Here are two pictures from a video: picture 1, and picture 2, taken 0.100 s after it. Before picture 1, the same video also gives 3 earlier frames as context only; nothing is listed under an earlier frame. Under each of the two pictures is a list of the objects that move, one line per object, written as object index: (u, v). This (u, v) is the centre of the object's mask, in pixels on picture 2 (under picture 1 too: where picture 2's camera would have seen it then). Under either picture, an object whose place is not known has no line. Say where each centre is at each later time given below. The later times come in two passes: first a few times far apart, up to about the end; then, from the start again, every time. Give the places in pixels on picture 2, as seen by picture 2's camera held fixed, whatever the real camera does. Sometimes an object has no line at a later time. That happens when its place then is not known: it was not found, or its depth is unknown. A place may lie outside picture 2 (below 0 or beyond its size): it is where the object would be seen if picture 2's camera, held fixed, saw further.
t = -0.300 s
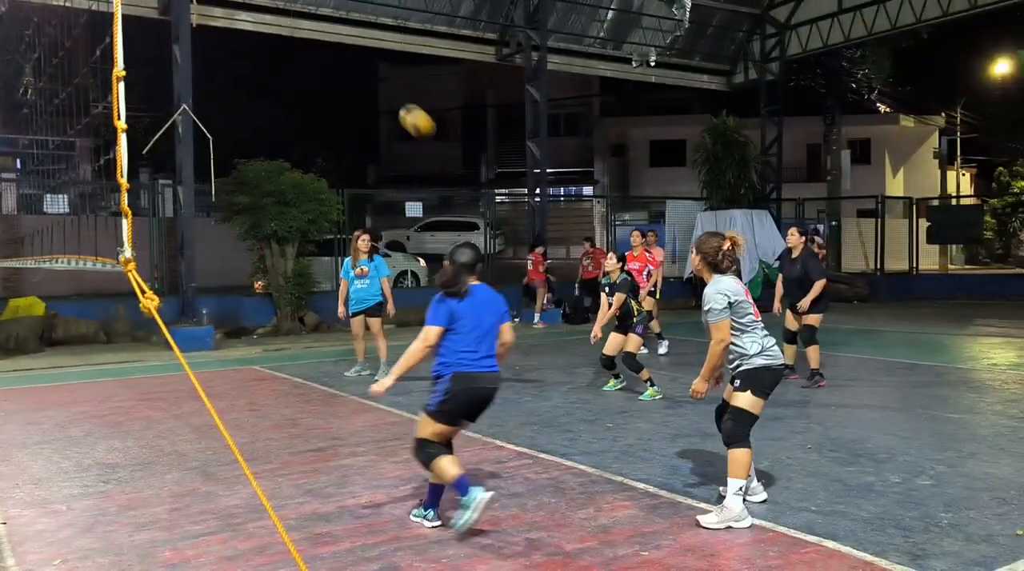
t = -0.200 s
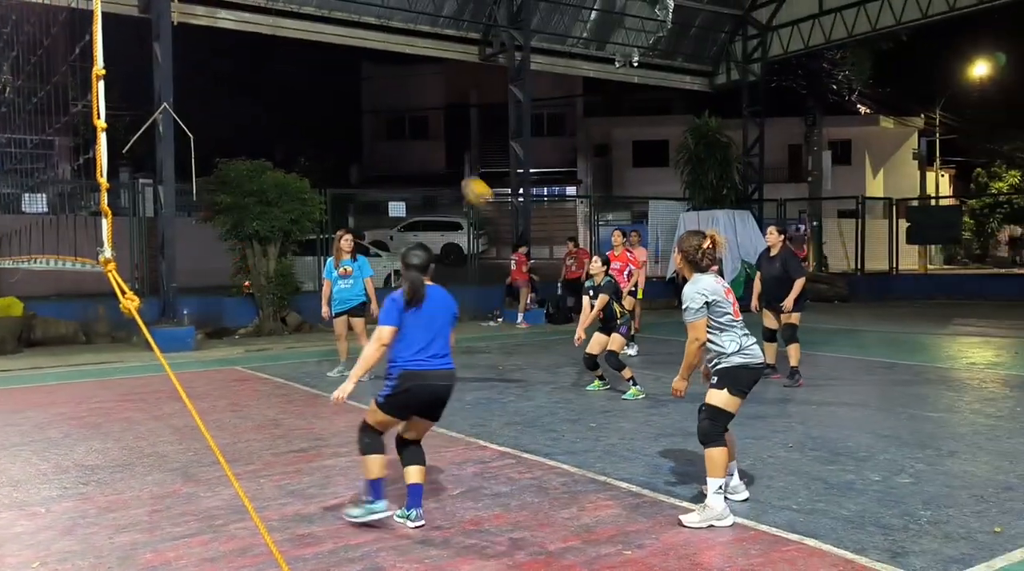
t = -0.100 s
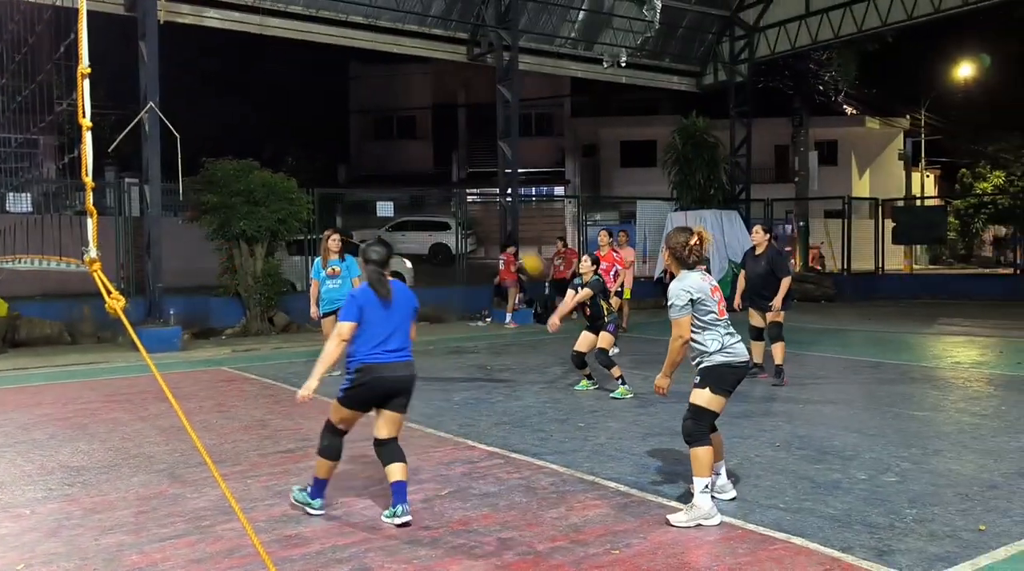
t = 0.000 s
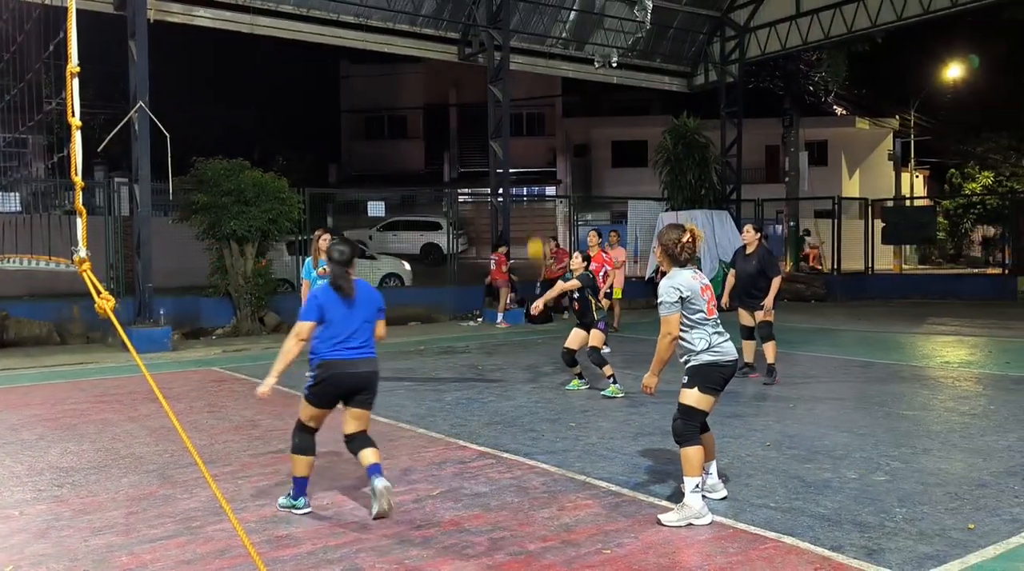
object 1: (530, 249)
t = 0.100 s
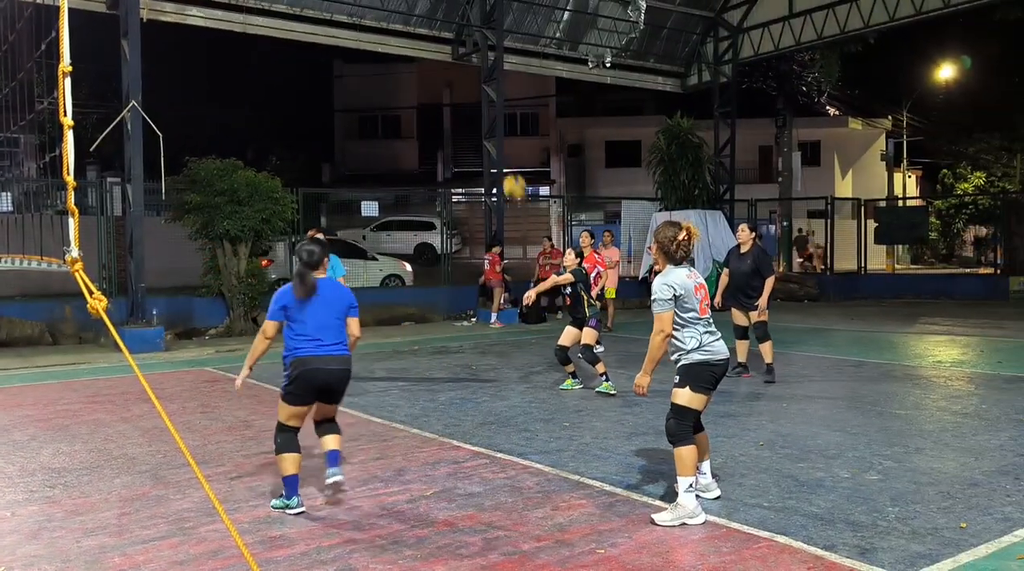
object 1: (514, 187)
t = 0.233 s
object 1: (491, 117)
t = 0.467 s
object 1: (451, 40)
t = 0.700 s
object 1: (410, 21)
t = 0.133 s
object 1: (508, 168)
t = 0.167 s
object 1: (502, 150)
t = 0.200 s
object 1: (497, 133)
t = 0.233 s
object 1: (491, 117)
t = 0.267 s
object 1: (485, 102)
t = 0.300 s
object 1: (480, 90)
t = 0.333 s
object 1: (474, 77)
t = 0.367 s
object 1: (467, 66)
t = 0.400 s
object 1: (462, 56)
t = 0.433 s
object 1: (457, 48)
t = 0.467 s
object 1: (451, 40)
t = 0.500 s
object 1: (445, 34)
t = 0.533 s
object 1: (439, 29)
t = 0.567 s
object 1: (434, 24)
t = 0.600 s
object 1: (428, 22)
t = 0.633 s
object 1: (422, 20)
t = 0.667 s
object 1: (416, 20)
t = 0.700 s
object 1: (410, 21)
